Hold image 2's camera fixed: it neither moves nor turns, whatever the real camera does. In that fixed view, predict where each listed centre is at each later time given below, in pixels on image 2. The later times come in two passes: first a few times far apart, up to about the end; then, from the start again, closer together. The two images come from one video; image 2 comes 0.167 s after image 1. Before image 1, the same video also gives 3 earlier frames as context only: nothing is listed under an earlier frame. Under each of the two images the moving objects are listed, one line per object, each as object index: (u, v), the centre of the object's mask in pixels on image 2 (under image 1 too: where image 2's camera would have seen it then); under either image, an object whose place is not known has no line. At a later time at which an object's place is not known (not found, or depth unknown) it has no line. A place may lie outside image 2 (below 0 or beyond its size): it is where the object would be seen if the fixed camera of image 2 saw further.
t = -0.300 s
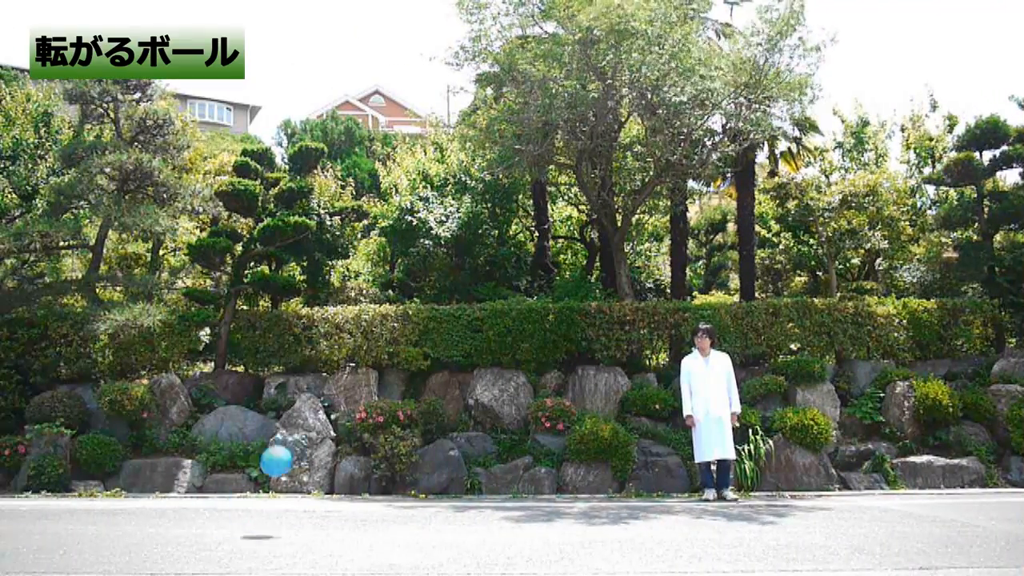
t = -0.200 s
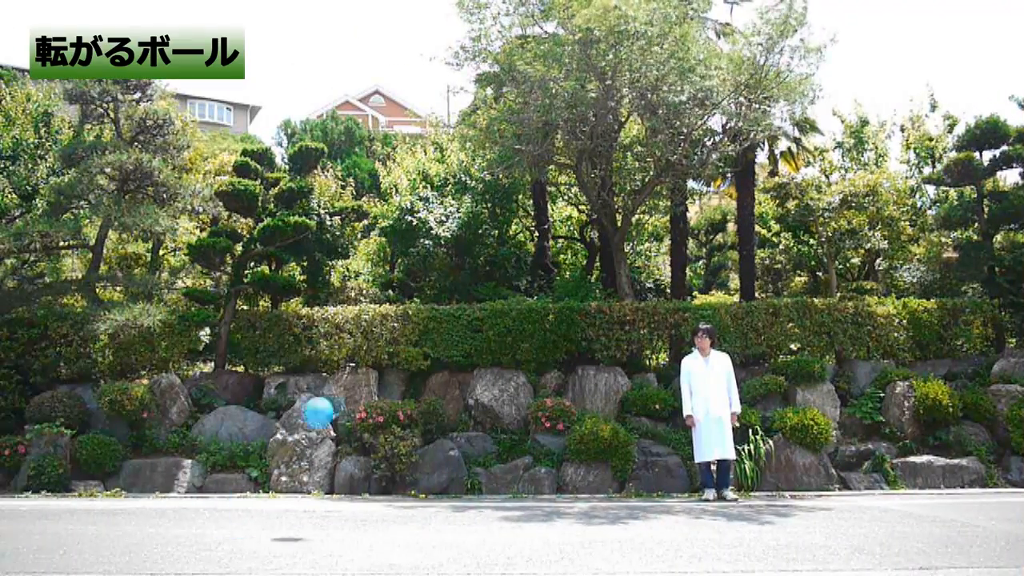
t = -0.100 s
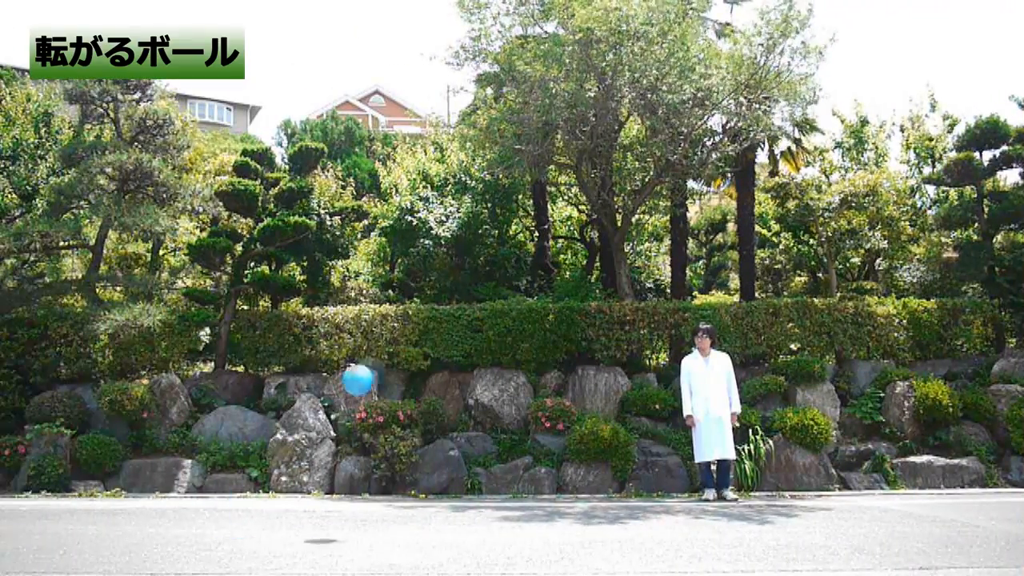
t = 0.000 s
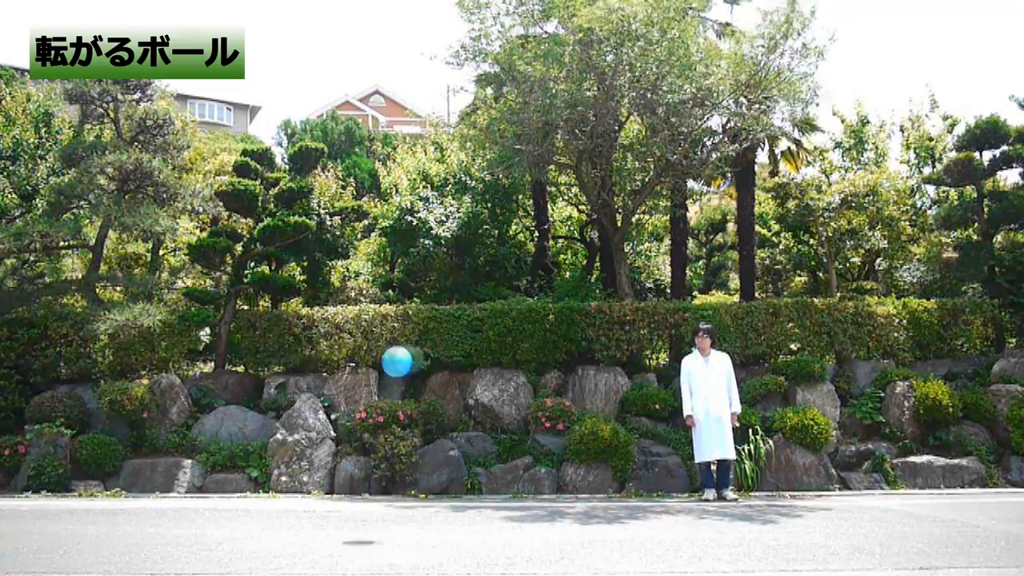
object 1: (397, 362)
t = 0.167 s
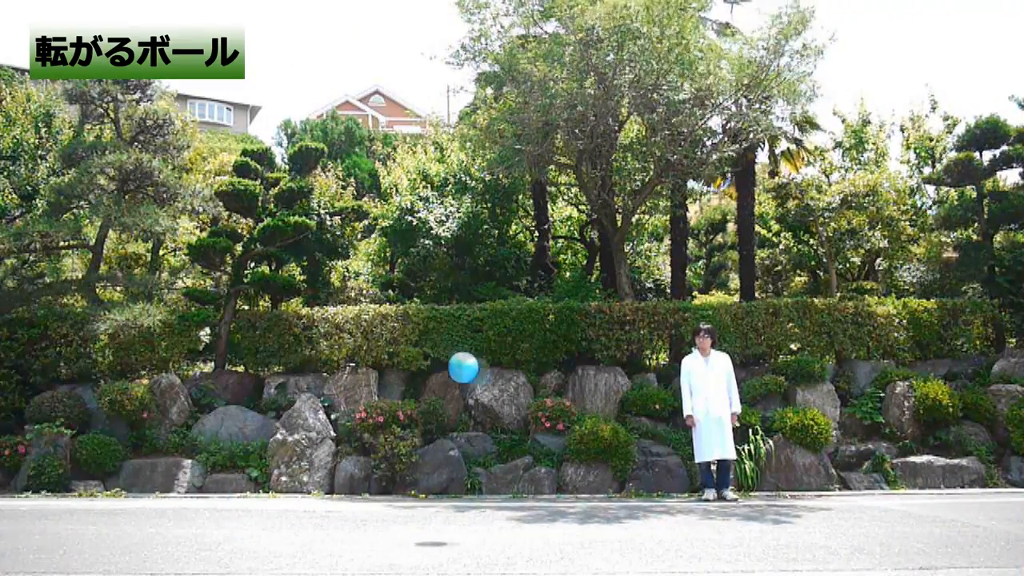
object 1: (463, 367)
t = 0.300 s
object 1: (515, 399)
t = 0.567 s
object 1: (623, 519)
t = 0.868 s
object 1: (729, 410)
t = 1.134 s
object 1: (830, 420)
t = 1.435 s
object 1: (953, 513)
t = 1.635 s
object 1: (1012, 438)
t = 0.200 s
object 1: (476, 373)
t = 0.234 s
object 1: (489, 381)
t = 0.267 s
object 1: (502, 388)
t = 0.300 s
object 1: (515, 399)
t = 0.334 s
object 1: (529, 411)
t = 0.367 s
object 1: (542, 425)
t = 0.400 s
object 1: (556, 440)
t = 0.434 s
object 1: (570, 458)
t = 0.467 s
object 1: (584, 477)
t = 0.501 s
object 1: (598, 499)
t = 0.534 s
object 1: (612, 522)
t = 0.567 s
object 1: (623, 519)
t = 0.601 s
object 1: (635, 499)
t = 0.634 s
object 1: (646, 482)
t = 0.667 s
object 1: (658, 466)
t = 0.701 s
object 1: (669, 452)
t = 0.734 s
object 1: (681, 440)
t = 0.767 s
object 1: (692, 431)
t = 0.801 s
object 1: (705, 425)
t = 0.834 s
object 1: (716, 417)
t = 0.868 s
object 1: (729, 410)
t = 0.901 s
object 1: (741, 405)
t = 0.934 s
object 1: (753, 401)
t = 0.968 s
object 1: (765, 400)
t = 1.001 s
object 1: (778, 401)
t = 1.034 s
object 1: (791, 403)
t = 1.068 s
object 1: (804, 407)
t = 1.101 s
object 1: (817, 413)
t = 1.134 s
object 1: (830, 420)
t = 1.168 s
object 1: (843, 428)
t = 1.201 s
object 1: (857, 439)
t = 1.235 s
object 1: (870, 450)
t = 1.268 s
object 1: (884, 464)
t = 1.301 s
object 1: (899, 478)
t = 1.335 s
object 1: (914, 495)
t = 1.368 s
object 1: (928, 516)
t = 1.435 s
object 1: (953, 513)
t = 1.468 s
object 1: (963, 496)
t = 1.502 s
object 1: (973, 481)
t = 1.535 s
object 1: (984, 468)
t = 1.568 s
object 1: (994, 456)
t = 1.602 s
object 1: (1005, 446)
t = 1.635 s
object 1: (1012, 438)
